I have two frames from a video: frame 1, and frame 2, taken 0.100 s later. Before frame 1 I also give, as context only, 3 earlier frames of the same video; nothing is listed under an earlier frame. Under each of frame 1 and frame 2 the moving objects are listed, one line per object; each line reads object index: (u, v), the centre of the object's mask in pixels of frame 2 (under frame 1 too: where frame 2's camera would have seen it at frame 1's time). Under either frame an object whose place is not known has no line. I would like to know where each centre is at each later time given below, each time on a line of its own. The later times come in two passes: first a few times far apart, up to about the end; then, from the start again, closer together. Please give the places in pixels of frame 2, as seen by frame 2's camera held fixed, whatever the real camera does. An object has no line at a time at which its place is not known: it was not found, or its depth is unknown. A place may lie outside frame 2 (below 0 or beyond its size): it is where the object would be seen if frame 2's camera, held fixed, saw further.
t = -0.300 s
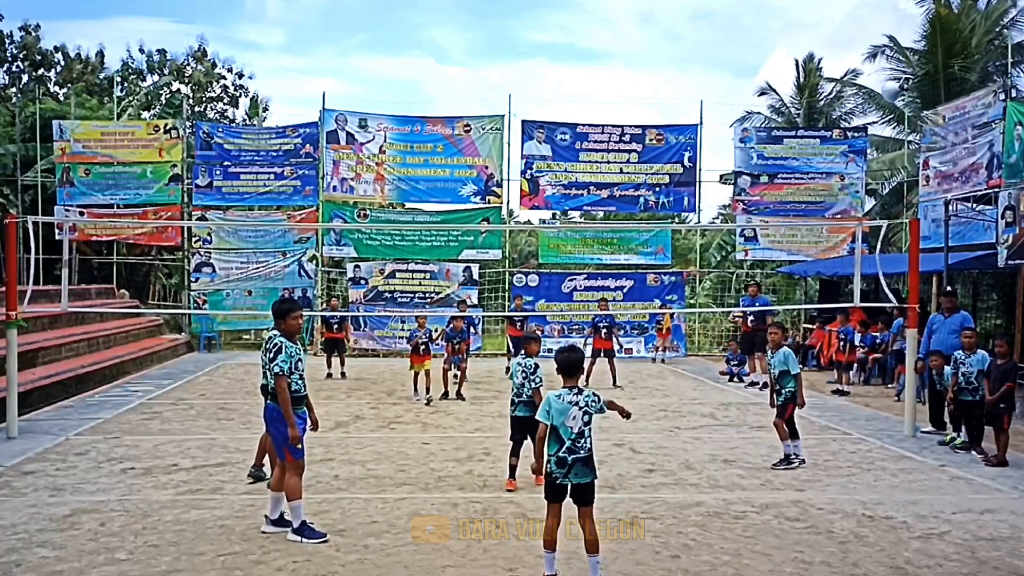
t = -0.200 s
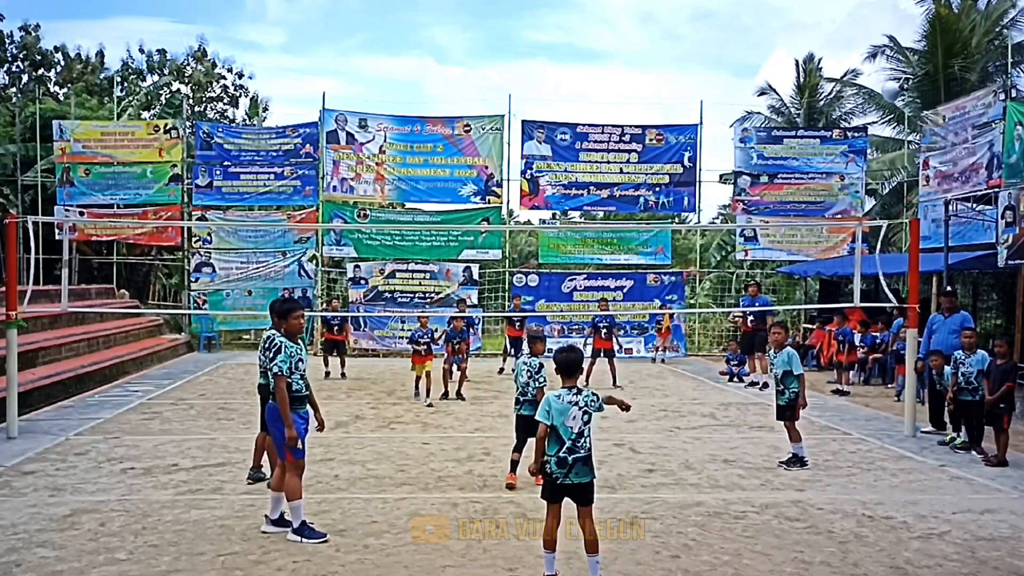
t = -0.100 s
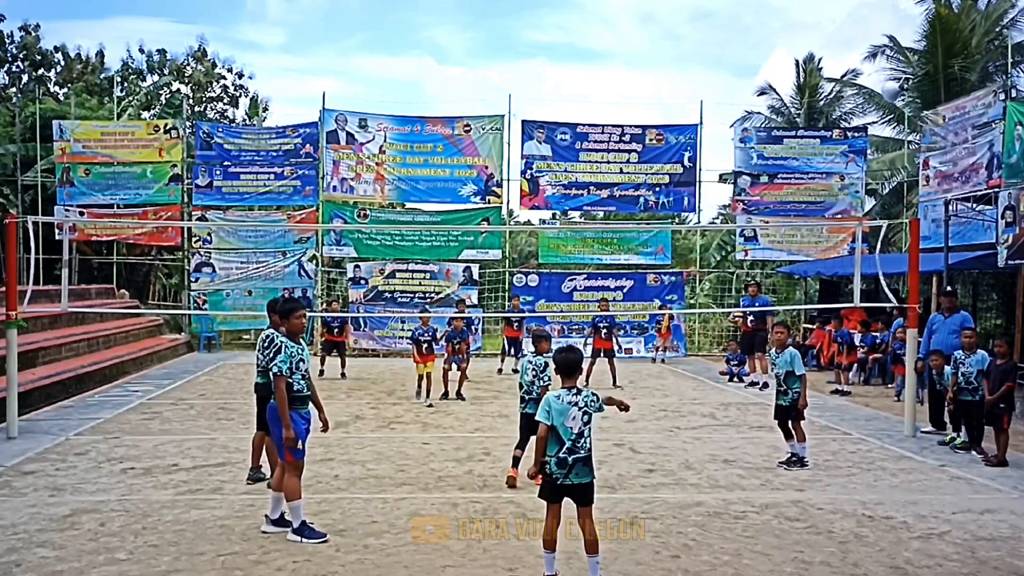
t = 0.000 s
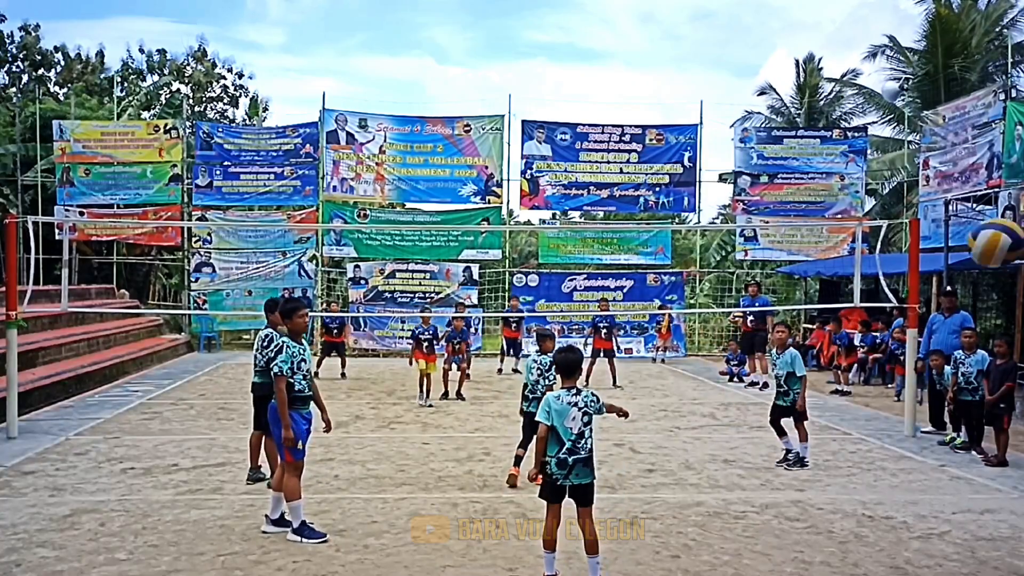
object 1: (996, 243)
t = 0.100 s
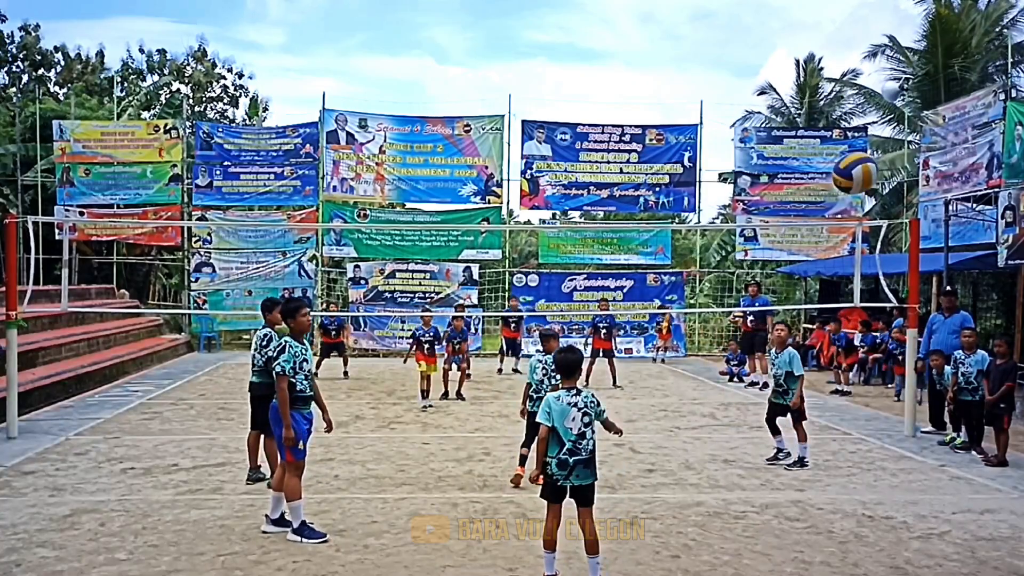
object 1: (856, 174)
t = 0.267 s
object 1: (705, 131)
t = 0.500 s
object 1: (582, 145)
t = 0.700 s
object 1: (515, 195)
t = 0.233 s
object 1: (728, 135)
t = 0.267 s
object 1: (705, 131)
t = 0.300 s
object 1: (682, 129)
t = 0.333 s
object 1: (661, 130)
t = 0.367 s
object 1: (644, 130)
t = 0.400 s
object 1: (627, 133)
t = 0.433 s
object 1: (611, 136)
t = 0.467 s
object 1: (597, 140)
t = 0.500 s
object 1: (582, 145)
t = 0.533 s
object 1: (569, 151)
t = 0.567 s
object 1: (557, 158)
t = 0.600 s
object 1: (544, 166)
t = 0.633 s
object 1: (535, 174)
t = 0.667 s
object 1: (526, 185)
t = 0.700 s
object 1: (515, 195)
